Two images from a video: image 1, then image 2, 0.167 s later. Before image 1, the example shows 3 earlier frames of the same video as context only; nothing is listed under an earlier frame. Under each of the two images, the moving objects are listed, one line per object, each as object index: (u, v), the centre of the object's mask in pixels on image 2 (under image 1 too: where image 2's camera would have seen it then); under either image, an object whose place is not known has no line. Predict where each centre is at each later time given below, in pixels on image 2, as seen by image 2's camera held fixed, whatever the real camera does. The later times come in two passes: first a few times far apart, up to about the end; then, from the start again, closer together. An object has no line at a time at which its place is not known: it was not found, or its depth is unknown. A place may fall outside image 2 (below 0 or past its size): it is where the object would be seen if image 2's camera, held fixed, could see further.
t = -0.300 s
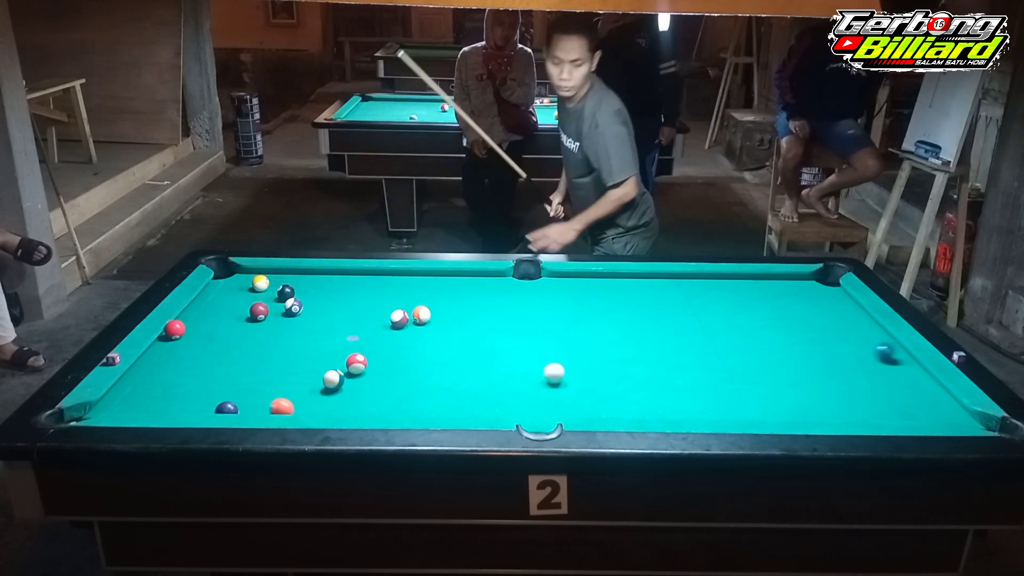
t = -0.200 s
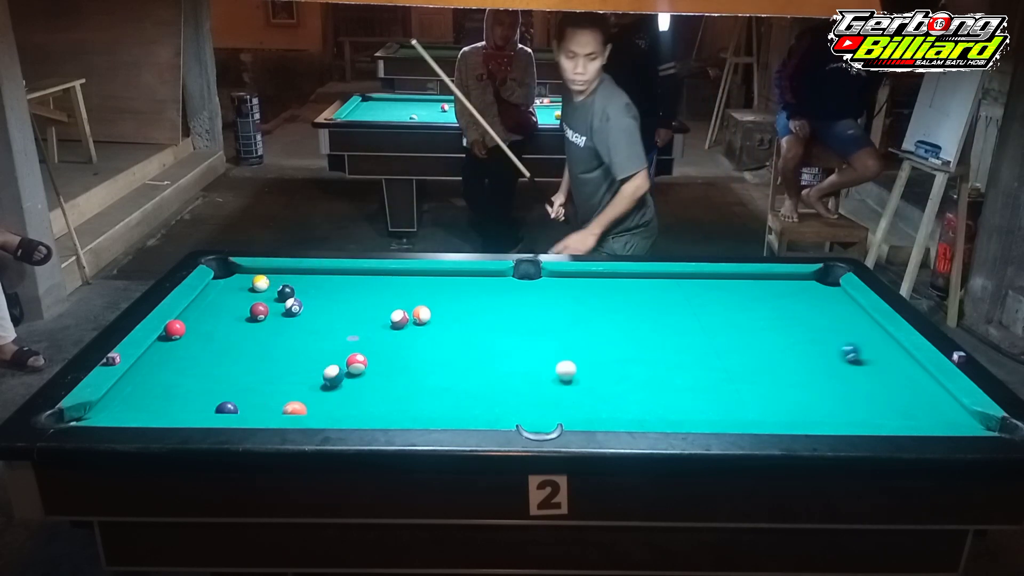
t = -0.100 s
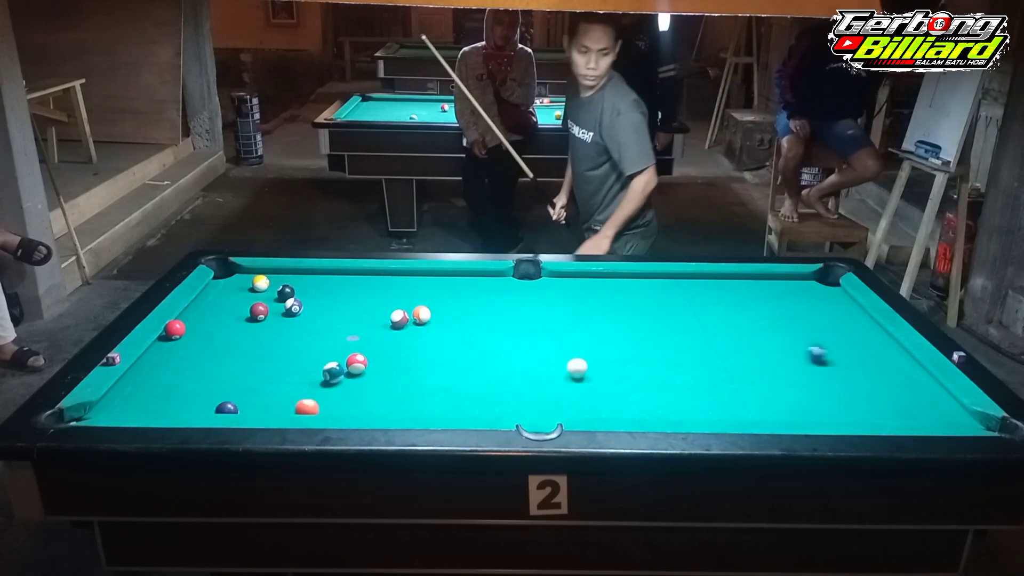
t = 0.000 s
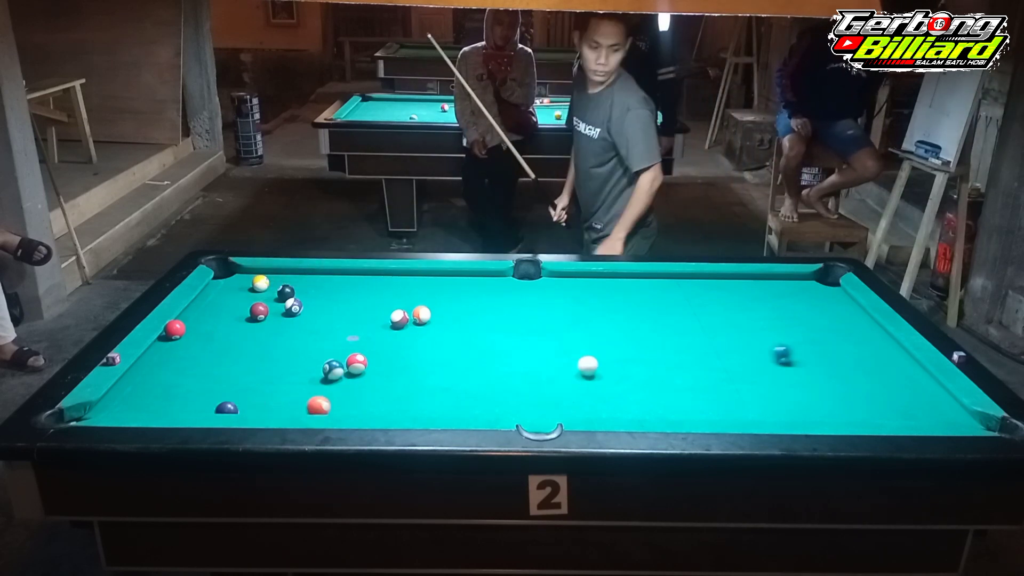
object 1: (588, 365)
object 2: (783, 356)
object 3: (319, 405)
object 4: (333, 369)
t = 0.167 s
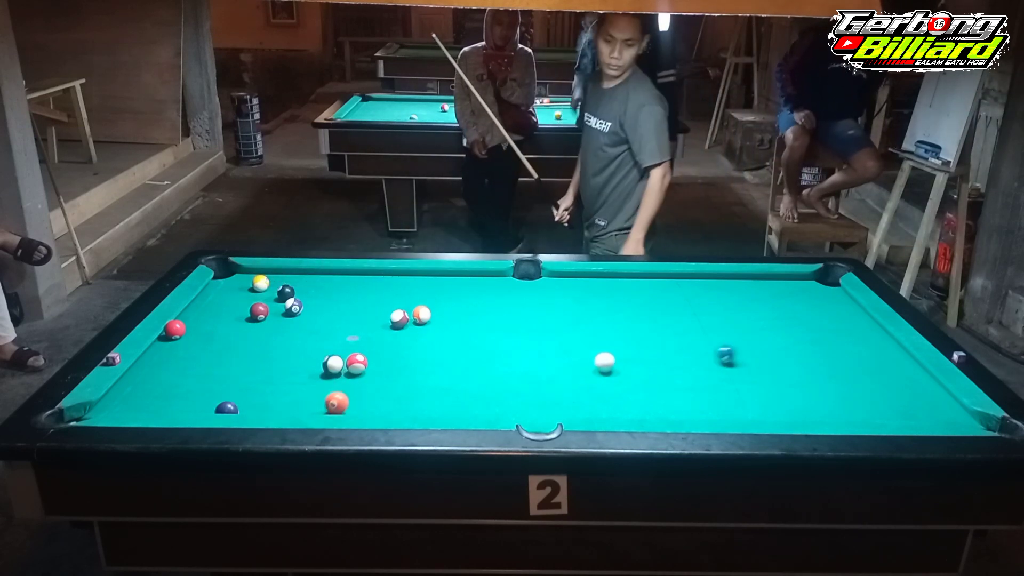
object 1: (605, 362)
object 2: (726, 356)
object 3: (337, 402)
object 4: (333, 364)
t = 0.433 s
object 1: (620, 356)
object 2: (647, 356)
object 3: (366, 395)
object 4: (333, 358)
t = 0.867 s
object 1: (531, 360)
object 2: (626, 348)
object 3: (397, 387)
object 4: (333, 351)
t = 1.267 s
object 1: (458, 362)
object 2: (613, 343)
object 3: (419, 380)
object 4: (335, 347)
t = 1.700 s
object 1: (386, 364)
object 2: (607, 340)
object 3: (433, 377)
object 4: (337, 345)
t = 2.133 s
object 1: (364, 369)
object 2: (607, 340)
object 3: (436, 375)
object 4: (337, 344)
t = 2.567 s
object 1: (356, 373)
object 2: (607, 340)
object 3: (436, 376)
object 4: (337, 344)
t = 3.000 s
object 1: (355, 375)
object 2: (607, 340)
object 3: (436, 376)
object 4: (337, 345)
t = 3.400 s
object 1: (354, 375)
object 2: (606, 340)
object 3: (435, 376)
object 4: (337, 345)
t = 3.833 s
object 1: (354, 375)
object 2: (606, 340)
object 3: (436, 376)
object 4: (337, 345)
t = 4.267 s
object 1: (354, 375)
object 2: (606, 340)
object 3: (436, 376)
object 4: (337, 345)
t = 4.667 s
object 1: (354, 375)
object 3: (436, 376)
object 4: (338, 345)
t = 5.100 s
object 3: (436, 376)
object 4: (337, 345)
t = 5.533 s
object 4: (337, 345)
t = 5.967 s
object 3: (435, 376)
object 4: (337, 345)
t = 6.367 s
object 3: (436, 376)
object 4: (337, 345)
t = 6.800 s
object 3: (435, 376)
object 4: (337, 345)
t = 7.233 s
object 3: (436, 376)
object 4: (337, 345)
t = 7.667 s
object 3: (436, 376)
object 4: (337, 345)
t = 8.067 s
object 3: (436, 376)
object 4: (337, 345)
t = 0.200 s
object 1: (608, 361)
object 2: (715, 356)
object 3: (341, 402)
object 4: (333, 363)
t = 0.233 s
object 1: (611, 360)
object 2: (704, 356)
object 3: (344, 401)
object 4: (333, 362)
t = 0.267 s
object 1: (614, 360)
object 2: (694, 356)
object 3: (348, 400)
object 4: (333, 362)
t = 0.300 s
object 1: (618, 359)
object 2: (682, 356)
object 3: (353, 398)
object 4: (333, 361)
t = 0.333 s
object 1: (621, 358)
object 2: (671, 357)
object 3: (356, 397)
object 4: (333, 360)
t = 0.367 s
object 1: (623, 358)
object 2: (660, 357)
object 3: (360, 397)
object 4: (333, 360)
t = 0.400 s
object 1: (626, 357)
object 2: (649, 357)
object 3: (363, 396)
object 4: (333, 359)
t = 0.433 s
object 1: (620, 356)
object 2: (647, 356)
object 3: (366, 395)
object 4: (333, 358)
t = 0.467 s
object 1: (611, 357)
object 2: (646, 355)
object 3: (369, 394)
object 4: (333, 357)
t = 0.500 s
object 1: (603, 357)
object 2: (644, 354)
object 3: (371, 394)
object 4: (333, 357)
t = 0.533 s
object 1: (596, 357)
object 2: (643, 354)
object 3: (374, 393)
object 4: (333, 356)
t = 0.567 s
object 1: (590, 358)
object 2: (641, 353)
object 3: (377, 392)
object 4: (333, 356)
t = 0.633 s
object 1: (576, 358)
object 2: (637, 351)
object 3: (382, 391)
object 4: (333, 354)
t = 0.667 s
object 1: (570, 358)
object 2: (635, 351)
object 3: (384, 390)
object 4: (333, 354)
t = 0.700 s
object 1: (563, 359)
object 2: (634, 350)
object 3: (386, 390)
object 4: (333, 354)
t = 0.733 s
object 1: (557, 359)
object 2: (632, 350)
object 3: (389, 389)
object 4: (333, 353)
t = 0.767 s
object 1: (551, 359)
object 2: (630, 350)
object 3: (390, 389)
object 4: (333, 353)
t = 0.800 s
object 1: (544, 359)
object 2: (629, 349)
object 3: (393, 388)
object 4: (333, 352)
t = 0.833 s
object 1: (538, 359)
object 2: (628, 348)
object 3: (395, 388)
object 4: (333, 352)
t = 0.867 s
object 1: (531, 360)
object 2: (626, 348)
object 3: (397, 387)
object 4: (333, 351)
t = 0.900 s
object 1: (525, 360)
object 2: (625, 347)
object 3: (399, 386)
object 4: (333, 351)
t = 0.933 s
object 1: (519, 360)
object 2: (624, 347)
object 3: (401, 386)
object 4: (333, 350)
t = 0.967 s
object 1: (513, 360)
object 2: (622, 347)
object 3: (403, 385)
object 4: (333, 350)
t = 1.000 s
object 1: (507, 360)
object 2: (621, 346)
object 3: (405, 384)
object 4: (333, 350)
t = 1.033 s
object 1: (501, 361)
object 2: (620, 346)
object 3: (407, 384)
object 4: (333, 349)
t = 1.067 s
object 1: (494, 361)
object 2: (619, 345)
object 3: (409, 383)
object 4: (334, 348)
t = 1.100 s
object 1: (488, 361)
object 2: (618, 345)
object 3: (411, 383)
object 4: (333, 349)
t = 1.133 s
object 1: (482, 361)
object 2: (617, 345)
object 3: (412, 382)
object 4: (334, 348)
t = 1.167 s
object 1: (476, 361)
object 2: (616, 344)
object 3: (414, 381)
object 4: (334, 348)
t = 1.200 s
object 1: (470, 362)
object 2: (615, 344)
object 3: (416, 381)
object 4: (334, 347)
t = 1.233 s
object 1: (464, 362)
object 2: (614, 344)
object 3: (417, 381)
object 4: (334, 347)
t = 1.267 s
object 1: (458, 362)
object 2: (613, 343)
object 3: (419, 380)
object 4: (335, 347)
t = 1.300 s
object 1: (453, 362)
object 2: (613, 343)
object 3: (420, 380)
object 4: (335, 346)
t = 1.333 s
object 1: (447, 362)
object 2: (612, 343)
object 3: (422, 380)
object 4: (335, 346)
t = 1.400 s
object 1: (435, 363)
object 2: (611, 342)
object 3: (424, 379)
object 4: (336, 346)
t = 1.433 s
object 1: (430, 362)
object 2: (610, 342)
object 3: (425, 379)
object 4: (336, 346)
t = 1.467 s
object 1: (424, 362)
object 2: (610, 342)
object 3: (426, 379)
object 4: (336, 346)
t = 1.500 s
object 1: (418, 362)
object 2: (610, 341)
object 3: (428, 378)
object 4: (337, 345)
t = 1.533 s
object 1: (413, 363)
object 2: (609, 341)
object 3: (429, 378)
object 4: (337, 345)
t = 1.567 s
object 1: (408, 364)
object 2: (609, 341)
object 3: (430, 377)
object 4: (337, 345)
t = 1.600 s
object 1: (402, 364)
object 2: (608, 341)
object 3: (430, 377)
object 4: (337, 345)
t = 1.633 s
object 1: (397, 364)
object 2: (608, 340)
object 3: (431, 377)
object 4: (337, 345)
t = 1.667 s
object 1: (391, 364)
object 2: (608, 340)
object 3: (432, 377)
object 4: (337, 345)
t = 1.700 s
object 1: (386, 364)
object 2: (607, 340)
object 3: (433, 377)
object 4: (337, 345)
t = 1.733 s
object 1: (381, 365)
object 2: (607, 340)
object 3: (433, 376)
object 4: (337, 345)
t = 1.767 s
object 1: (376, 365)
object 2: (607, 340)
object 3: (434, 376)
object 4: (337, 345)
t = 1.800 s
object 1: (375, 366)
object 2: (606, 340)
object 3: (434, 376)
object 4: (337, 345)
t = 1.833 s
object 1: (374, 366)
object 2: (606, 340)
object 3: (435, 376)
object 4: (337, 345)
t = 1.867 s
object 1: (372, 367)
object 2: (606, 340)
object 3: (435, 376)
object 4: (337, 345)
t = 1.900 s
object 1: (371, 367)
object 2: (606, 340)
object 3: (435, 376)
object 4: (337, 344)
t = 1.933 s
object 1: (370, 368)
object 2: (606, 340)
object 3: (435, 376)
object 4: (337, 344)
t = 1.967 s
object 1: (369, 368)
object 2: (606, 340)
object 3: (436, 376)
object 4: (337, 343)
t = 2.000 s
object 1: (368, 368)
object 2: (606, 340)
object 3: (436, 375)
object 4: (337, 343)
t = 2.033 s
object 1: (367, 368)
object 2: (607, 340)
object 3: (436, 375)
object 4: (337, 343)
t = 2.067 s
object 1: (366, 369)
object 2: (606, 340)
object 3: (436, 375)
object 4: (337, 343)
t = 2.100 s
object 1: (365, 369)
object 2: (606, 341)
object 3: (436, 375)
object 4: (337, 343)
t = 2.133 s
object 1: (364, 369)
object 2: (607, 340)
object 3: (436, 375)
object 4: (337, 344)
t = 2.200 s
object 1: (362, 371)
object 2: (606, 340)
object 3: (436, 376)
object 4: (337, 345)
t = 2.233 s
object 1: (361, 371)
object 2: (607, 340)
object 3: (436, 376)
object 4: (337, 344)
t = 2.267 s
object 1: (360, 371)
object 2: (607, 340)
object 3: (436, 376)
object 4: (338, 344)
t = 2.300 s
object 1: (360, 372)
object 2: (607, 340)
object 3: (436, 376)
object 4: (338, 344)
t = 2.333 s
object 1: (359, 372)
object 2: (607, 340)
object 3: (436, 376)
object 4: (337, 344)
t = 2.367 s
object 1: (358, 373)
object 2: (607, 340)
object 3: (436, 376)
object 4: (338, 344)
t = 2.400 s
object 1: (358, 372)
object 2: (607, 340)
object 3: (436, 376)
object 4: (338, 344)
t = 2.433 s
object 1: (357, 373)
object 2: (607, 340)
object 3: (436, 376)
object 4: (338, 344)
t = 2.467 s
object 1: (357, 373)
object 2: (607, 340)
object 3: (436, 376)
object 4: (338, 344)
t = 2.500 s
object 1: (356, 374)
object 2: (607, 340)
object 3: (436, 376)
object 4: (337, 344)
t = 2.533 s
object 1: (356, 373)
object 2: (607, 340)
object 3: (436, 376)
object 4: (338, 344)
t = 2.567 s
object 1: (356, 373)
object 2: (607, 340)
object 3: (436, 376)
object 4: (337, 344)
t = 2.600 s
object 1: (355, 374)
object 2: (607, 340)
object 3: (436, 376)
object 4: (338, 344)
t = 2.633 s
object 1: (355, 374)
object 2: (607, 340)
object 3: (436, 376)
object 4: (338, 344)
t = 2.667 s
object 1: (355, 374)
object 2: (607, 340)
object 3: (436, 376)
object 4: (338, 344)
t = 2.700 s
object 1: (355, 374)
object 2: (607, 340)
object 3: (436, 376)
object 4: (337, 344)
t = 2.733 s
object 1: (355, 375)
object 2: (607, 340)
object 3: (436, 376)
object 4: (337, 344)
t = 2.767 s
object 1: (355, 375)
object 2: (607, 340)
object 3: (436, 376)
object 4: (337, 344)
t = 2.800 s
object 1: (355, 375)
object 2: (607, 340)
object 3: (436, 376)
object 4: (338, 345)
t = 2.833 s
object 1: (355, 375)
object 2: (607, 340)
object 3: (436, 376)
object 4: (337, 345)
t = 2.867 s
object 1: (355, 375)
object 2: (607, 340)
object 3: (436, 376)
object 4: (337, 345)
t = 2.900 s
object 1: (355, 375)
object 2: (607, 340)
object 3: (436, 376)
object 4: (338, 345)
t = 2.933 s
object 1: (355, 375)
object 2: (607, 340)
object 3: (436, 376)
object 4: (337, 345)
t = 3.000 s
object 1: (355, 375)
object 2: (607, 340)
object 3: (436, 376)
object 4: (337, 345)
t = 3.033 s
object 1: (355, 375)
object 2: (607, 340)
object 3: (436, 376)
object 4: (337, 345)
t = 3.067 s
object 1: (355, 375)
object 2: (606, 340)
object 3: (436, 376)
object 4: (337, 345)
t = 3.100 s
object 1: (355, 375)
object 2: (606, 340)
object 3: (436, 376)
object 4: (337, 345)
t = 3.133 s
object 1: (355, 375)
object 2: (606, 340)
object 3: (436, 376)
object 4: (337, 345)
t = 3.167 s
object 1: (355, 375)
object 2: (606, 340)
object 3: (436, 376)
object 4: (337, 345)
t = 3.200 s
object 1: (355, 375)
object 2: (606, 340)
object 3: (436, 376)
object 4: (337, 345)
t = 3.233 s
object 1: (355, 375)
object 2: (606, 340)
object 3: (436, 376)
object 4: (337, 345)
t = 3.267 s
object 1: (355, 375)
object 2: (606, 340)
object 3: (436, 376)
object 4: (338, 345)
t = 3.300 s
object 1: (354, 375)
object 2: (606, 340)
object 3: (436, 376)
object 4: (337, 345)
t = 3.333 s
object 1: (354, 375)
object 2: (606, 340)
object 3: (436, 376)
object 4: (337, 345)
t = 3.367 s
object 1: (354, 375)
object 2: (606, 340)
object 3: (435, 376)
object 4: (337, 345)
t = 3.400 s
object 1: (354, 375)
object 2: (606, 340)
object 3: (435, 376)
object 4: (337, 345)
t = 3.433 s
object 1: (354, 375)
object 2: (606, 340)
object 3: (436, 376)
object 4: (338, 345)
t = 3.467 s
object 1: (354, 375)
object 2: (606, 340)
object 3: (436, 376)
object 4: (338, 345)
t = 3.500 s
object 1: (354, 375)
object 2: (606, 340)
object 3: (436, 376)
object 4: (338, 345)
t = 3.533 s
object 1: (354, 375)
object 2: (606, 340)
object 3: (436, 376)
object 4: (337, 345)
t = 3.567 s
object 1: (354, 375)
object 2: (606, 340)
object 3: (436, 376)
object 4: (338, 345)
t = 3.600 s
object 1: (354, 375)
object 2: (606, 340)
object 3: (436, 376)
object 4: (337, 345)
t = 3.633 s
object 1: (354, 375)
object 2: (606, 340)
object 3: (436, 376)
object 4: (338, 345)
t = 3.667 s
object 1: (354, 375)
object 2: (606, 340)
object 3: (435, 376)
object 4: (337, 345)
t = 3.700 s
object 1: (354, 375)
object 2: (606, 340)
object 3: (436, 376)
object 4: (338, 345)
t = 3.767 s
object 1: (354, 375)
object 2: (606, 340)
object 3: (436, 376)
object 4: (338, 345)
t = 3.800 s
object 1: (354, 375)
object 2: (606, 340)
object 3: (436, 376)
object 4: (338, 345)
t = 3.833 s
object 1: (354, 375)
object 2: (606, 340)
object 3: (436, 376)
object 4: (337, 345)
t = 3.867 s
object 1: (354, 375)
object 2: (606, 340)
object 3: (436, 376)
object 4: (338, 345)
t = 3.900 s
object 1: (354, 375)
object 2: (606, 340)
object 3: (436, 376)
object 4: (338, 345)
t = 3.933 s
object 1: (354, 375)
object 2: (606, 340)
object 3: (436, 376)
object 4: (337, 345)
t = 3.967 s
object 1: (354, 375)
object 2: (606, 340)
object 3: (436, 376)
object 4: (338, 345)
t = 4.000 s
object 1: (354, 375)
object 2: (606, 340)
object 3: (436, 376)
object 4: (337, 345)
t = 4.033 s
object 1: (354, 375)
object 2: (606, 340)
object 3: (436, 376)
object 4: (338, 345)
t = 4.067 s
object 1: (354, 375)
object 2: (606, 340)
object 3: (436, 376)
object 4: (337, 345)
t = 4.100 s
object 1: (354, 375)
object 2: (606, 340)
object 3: (436, 376)
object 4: (338, 345)
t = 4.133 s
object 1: (354, 375)
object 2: (606, 340)
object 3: (436, 376)
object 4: (338, 345)
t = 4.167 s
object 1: (354, 375)
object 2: (606, 340)
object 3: (436, 376)
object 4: (337, 345)
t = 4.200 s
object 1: (354, 375)
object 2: (606, 340)
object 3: (436, 376)
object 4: (338, 345)
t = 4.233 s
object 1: (354, 375)
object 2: (606, 340)
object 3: (436, 376)
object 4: (338, 345)
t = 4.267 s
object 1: (354, 375)
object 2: (606, 340)
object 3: (436, 376)
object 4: (337, 345)
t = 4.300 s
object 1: (354, 375)
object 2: (606, 340)
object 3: (436, 376)
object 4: (338, 345)
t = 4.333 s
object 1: (354, 375)
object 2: (606, 340)
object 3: (436, 376)
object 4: (337, 345)
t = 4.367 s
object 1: (354, 375)
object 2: (606, 340)
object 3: (435, 376)
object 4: (338, 345)
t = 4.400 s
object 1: (354, 375)
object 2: (606, 340)
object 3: (436, 376)
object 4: (338, 345)
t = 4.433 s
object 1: (354, 375)
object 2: (606, 340)
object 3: (436, 376)
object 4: (337, 345)
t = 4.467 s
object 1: (354, 375)
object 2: (606, 340)
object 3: (436, 376)
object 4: (338, 345)
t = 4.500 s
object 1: (354, 375)
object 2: (606, 340)
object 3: (436, 376)
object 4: (337, 345)
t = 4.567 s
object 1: (354, 375)
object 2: (606, 340)
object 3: (436, 376)
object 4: (338, 345)
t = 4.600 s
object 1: (354, 375)
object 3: (436, 376)
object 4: (337, 345)
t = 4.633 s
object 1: (354, 375)
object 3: (435, 376)
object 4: (338, 345)
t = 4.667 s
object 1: (354, 375)
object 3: (436, 376)
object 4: (338, 345)
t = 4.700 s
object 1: (354, 375)
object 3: (436, 376)
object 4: (337, 345)
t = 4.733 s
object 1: (354, 375)
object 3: (436, 376)
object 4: (338, 345)
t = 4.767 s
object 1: (354, 375)
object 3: (436, 376)
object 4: (337, 345)
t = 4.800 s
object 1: (354, 375)
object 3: (436, 376)
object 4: (338, 345)
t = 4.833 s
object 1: (354, 375)
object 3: (436, 376)
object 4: (337, 345)
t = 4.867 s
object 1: (354, 375)
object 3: (436, 376)
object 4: (338, 345)
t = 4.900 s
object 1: (354, 375)
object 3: (436, 376)
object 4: (338, 345)
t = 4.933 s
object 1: (354, 375)
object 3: (436, 376)
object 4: (338, 345)
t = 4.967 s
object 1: (354, 375)
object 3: (436, 376)
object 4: (338, 345)
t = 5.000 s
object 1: (354, 375)
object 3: (436, 376)
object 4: (337, 345)
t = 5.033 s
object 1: (354, 375)
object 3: (436, 376)
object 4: (337, 345)
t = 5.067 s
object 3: (436, 376)
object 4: (337, 345)
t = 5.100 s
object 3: (436, 376)
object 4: (337, 345)
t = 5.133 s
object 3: (435, 376)
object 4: (337, 345)
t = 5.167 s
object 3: (436, 376)
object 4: (337, 345)
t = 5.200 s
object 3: (436, 376)
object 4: (338, 345)
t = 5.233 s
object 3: (436, 376)
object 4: (338, 345)
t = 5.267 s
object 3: (435, 376)
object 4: (338, 345)
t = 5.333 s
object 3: (435, 376)
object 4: (338, 345)
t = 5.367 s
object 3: (435, 376)
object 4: (338, 345)
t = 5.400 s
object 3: (435, 376)
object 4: (338, 345)
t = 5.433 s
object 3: (435, 376)
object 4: (337, 345)
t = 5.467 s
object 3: (435, 376)
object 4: (337, 345)
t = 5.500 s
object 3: (433, 370)
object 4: (337, 345)
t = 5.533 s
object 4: (337, 345)
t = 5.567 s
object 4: (337, 345)
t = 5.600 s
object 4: (337, 345)
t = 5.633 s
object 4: (337, 345)
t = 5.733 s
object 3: (436, 375)
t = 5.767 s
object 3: (435, 376)
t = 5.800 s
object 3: (435, 376)
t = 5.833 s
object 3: (435, 376)
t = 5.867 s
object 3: (435, 376)
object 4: (338, 344)
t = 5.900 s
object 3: (435, 376)
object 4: (337, 345)
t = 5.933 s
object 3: (435, 376)
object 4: (337, 345)
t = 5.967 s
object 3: (435, 376)
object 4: (337, 345)
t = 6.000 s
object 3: (435, 376)
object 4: (337, 345)
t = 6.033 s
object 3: (435, 376)
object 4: (337, 345)
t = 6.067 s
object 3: (435, 376)
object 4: (337, 345)
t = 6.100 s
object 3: (435, 376)
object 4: (337, 345)
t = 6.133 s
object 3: (435, 376)
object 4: (337, 345)
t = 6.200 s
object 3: (435, 376)
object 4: (338, 345)
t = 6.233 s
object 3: (435, 376)
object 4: (337, 345)
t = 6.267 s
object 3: (435, 376)
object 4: (337, 345)
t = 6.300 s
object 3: (435, 376)
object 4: (337, 345)
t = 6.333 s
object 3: (435, 376)
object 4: (337, 345)
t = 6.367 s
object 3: (436, 376)
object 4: (337, 345)
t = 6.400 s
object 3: (436, 376)
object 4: (338, 345)
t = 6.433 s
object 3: (435, 376)
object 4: (337, 345)
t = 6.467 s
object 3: (435, 376)
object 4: (337, 345)
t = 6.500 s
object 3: (435, 376)
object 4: (337, 345)
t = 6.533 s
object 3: (435, 376)
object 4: (337, 345)
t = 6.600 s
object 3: (435, 376)
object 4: (337, 345)
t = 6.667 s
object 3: (435, 376)
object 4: (337, 345)
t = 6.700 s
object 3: (435, 376)
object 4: (337, 345)
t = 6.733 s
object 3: (435, 376)
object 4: (337, 345)
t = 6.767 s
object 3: (435, 376)
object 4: (337, 345)
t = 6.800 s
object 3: (435, 376)
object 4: (337, 345)
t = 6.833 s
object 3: (435, 376)
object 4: (337, 345)
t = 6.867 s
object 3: (435, 376)
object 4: (337, 345)
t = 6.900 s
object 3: (435, 376)
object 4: (337, 345)
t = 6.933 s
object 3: (435, 376)
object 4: (337, 345)
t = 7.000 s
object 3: (436, 376)
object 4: (337, 345)
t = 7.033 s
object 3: (436, 376)
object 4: (337, 345)
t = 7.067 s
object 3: (436, 376)
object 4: (337, 345)
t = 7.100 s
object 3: (436, 376)
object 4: (337, 345)
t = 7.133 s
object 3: (436, 376)
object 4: (337, 345)
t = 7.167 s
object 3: (436, 376)
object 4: (337, 345)
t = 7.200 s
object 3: (436, 376)
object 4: (337, 345)
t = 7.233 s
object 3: (436, 376)
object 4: (337, 345)
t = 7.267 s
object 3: (436, 376)
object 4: (337, 345)
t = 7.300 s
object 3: (436, 376)
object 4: (337, 345)
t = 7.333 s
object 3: (435, 376)
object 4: (337, 345)
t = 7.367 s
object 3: (436, 376)
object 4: (337, 345)
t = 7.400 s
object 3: (436, 376)
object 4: (337, 345)
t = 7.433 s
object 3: (436, 376)
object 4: (337, 345)
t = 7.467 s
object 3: (436, 376)
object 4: (337, 345)
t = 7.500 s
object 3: (436, 376)
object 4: (337, 345)
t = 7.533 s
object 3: (436, 376)
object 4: (337, 345)
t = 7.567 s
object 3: (436, 376)
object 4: (337, 345)
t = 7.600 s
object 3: (436, 376)
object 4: (337, 345)
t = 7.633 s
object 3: (436, 376)
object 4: (337, 345)
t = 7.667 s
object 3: (436, 376)
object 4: (337, 345)
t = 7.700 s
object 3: (436, 376)
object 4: (337, 345)
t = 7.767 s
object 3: (436, 376)
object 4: (337, 345)
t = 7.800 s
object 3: (436, 376)
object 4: (337, 345)
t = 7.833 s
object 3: (436, 376)
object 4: (337, 345)
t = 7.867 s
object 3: (436, 376)
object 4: (337, 345)
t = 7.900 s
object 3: (436, 376)
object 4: (337, 345)
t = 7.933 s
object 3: (436, 376)
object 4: (337, 345)
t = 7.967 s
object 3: (436, 376)
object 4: (337, 345)
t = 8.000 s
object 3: (436, 376)
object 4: (337, 345)
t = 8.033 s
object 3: (436, 376)
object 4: (337, 345)
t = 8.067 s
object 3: (436, 376)
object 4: (337, 345)
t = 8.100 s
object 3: (436, 376)
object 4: (337, 345)
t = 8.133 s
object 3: (436, 376)
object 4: (338, 345)
